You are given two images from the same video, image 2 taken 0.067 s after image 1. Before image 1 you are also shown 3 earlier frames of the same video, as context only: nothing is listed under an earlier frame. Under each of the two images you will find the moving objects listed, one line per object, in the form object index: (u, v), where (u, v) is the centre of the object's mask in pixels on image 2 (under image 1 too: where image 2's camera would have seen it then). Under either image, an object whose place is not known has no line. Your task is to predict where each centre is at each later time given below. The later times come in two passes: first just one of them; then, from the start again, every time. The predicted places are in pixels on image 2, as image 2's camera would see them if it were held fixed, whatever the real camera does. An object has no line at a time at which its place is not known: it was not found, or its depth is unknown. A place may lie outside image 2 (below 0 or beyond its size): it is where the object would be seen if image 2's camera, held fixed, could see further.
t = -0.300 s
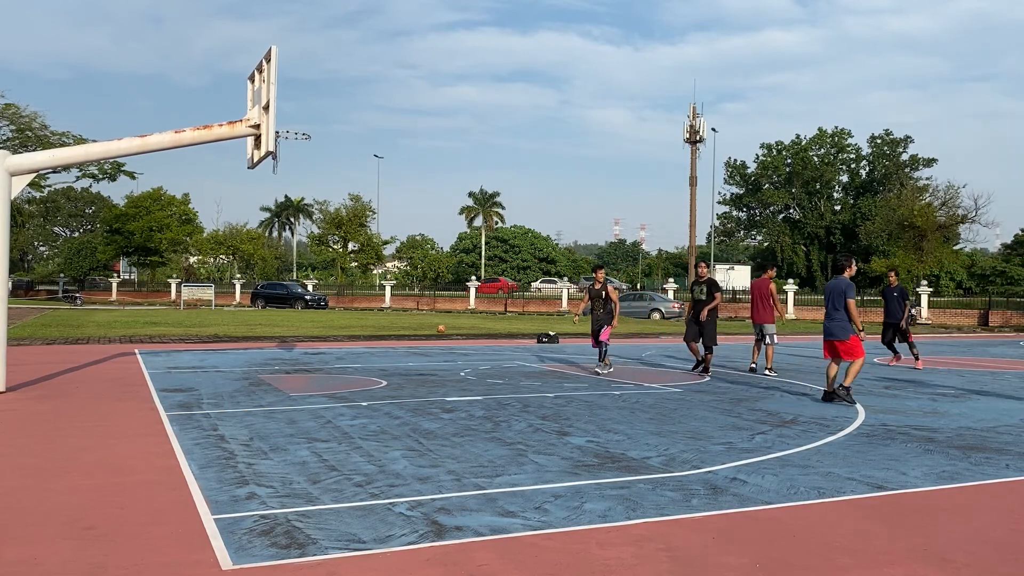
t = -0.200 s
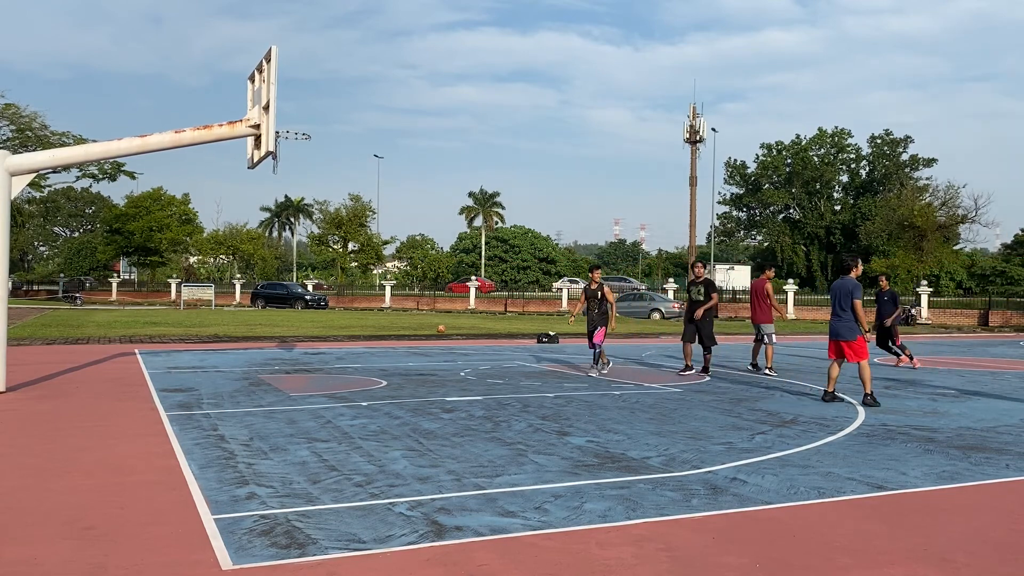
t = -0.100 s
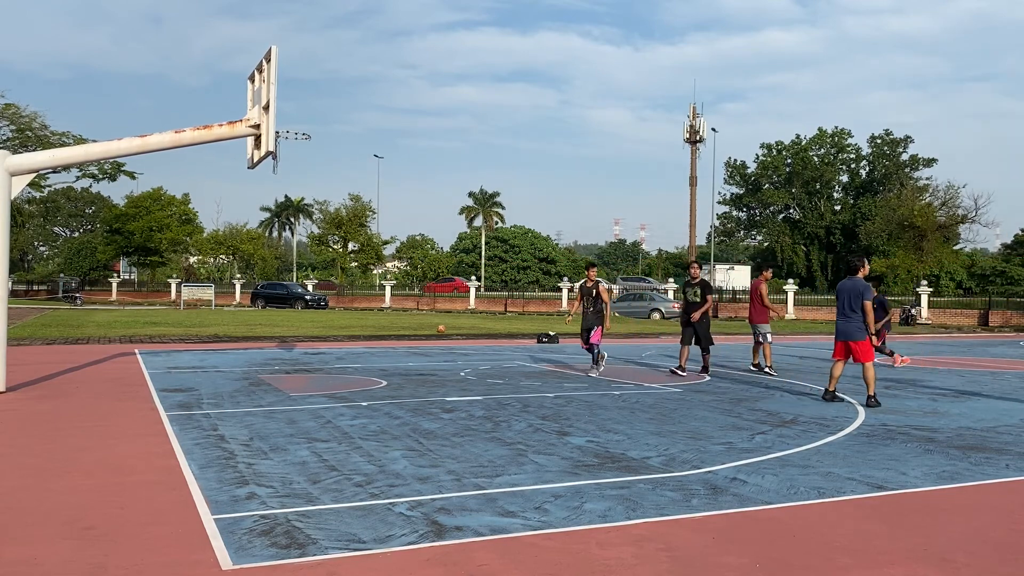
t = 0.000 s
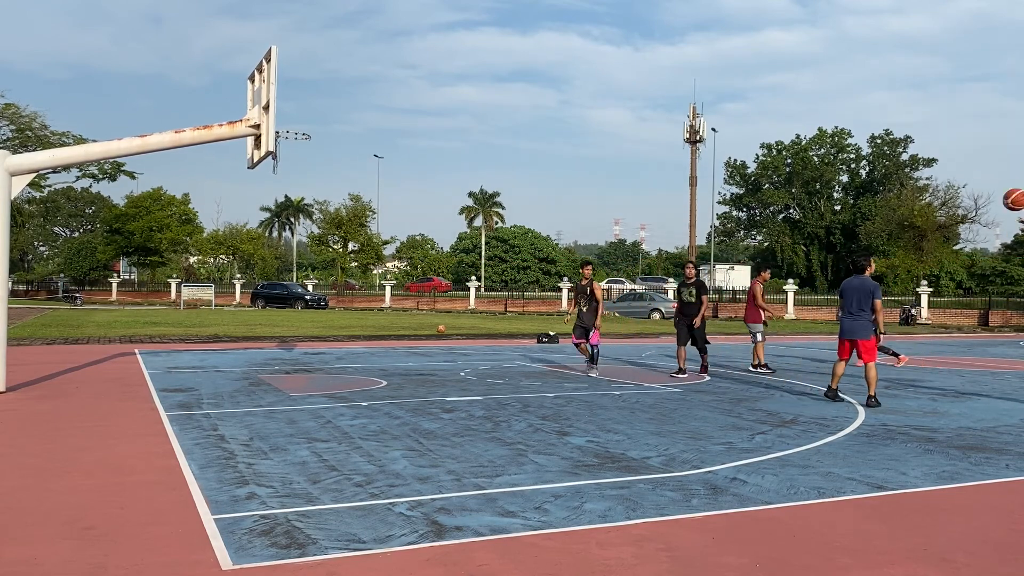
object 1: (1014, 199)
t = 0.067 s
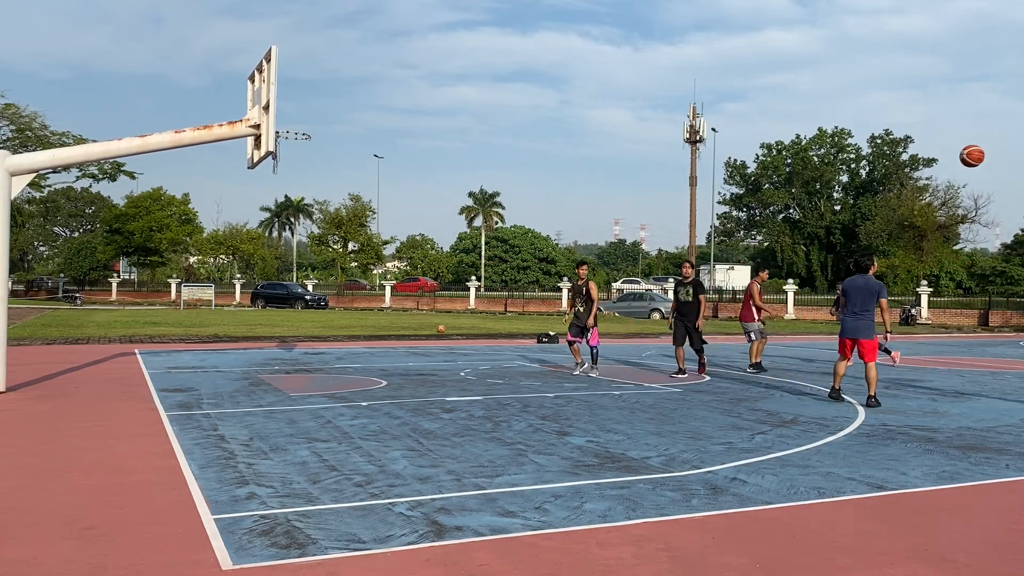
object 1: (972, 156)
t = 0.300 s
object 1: (827, 43)
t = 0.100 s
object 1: (951, 136)
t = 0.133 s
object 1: (929, 117)
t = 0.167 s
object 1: (908, 100)
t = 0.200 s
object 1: (887, 84)
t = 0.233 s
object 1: (867, 69)
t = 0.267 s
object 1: (847, 55)
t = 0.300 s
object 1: (827, 43)
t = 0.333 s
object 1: (807, 31)
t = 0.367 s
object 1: (787, 21)
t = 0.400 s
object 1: (768, 12)
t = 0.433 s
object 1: (748, 7)
